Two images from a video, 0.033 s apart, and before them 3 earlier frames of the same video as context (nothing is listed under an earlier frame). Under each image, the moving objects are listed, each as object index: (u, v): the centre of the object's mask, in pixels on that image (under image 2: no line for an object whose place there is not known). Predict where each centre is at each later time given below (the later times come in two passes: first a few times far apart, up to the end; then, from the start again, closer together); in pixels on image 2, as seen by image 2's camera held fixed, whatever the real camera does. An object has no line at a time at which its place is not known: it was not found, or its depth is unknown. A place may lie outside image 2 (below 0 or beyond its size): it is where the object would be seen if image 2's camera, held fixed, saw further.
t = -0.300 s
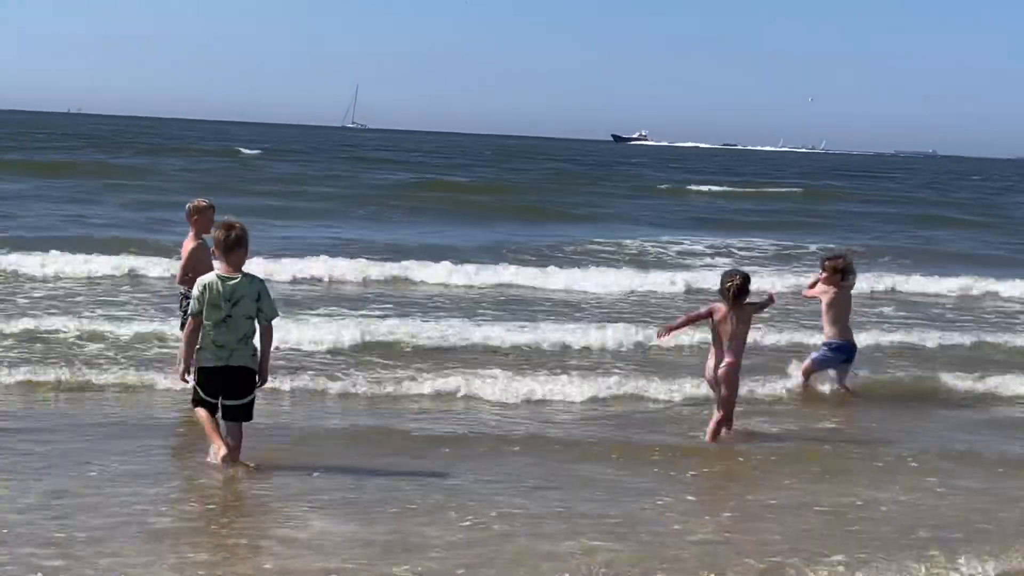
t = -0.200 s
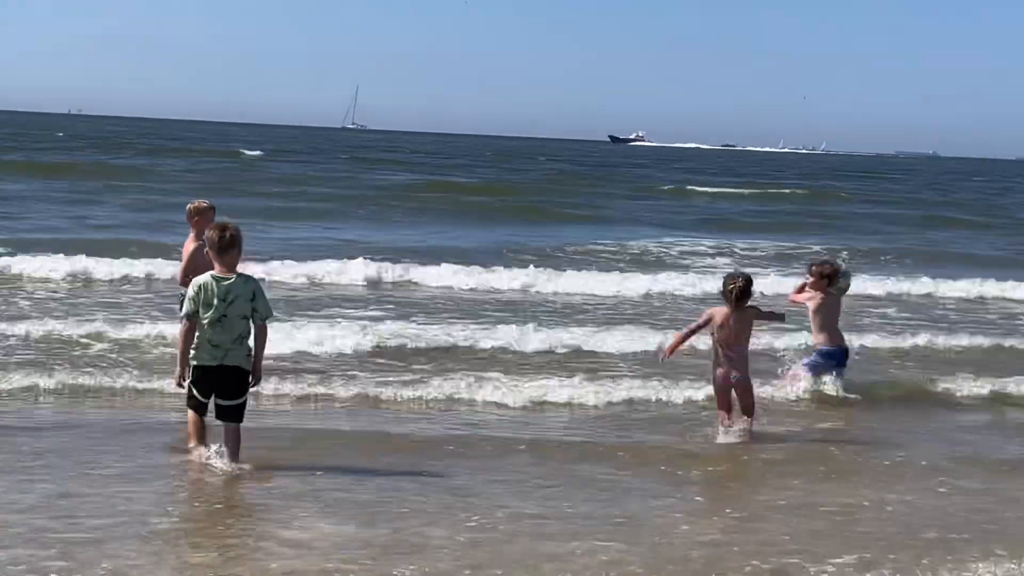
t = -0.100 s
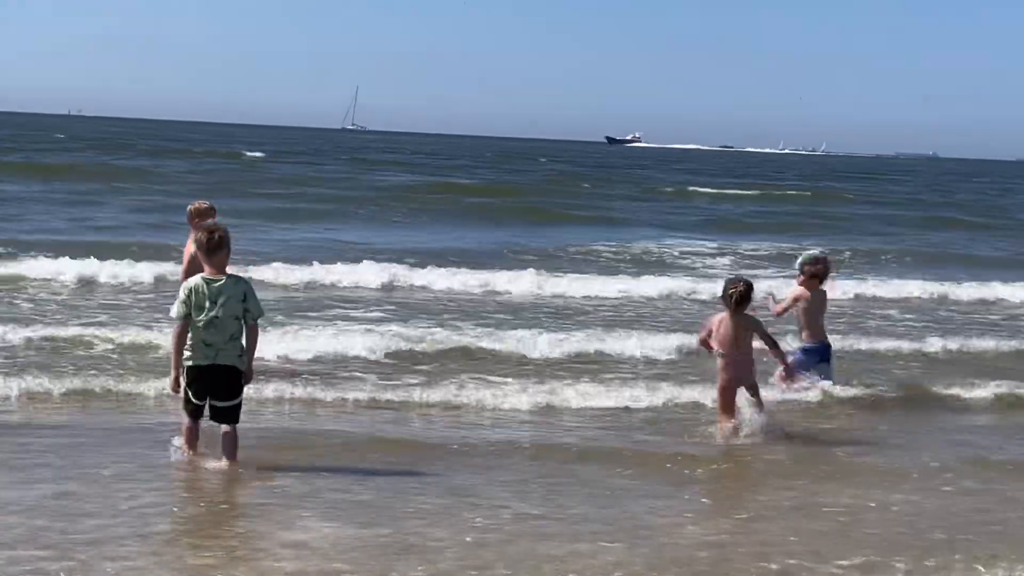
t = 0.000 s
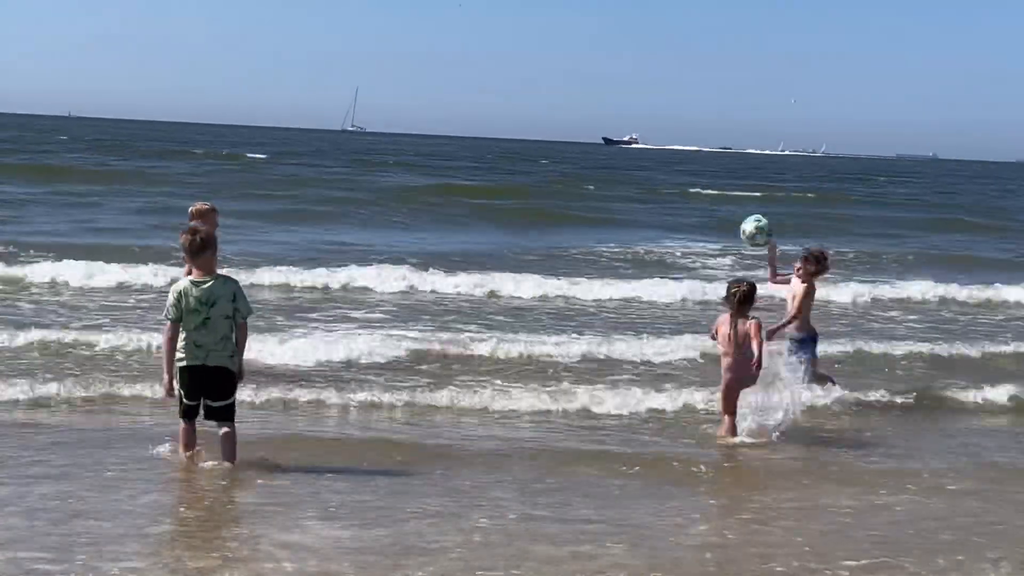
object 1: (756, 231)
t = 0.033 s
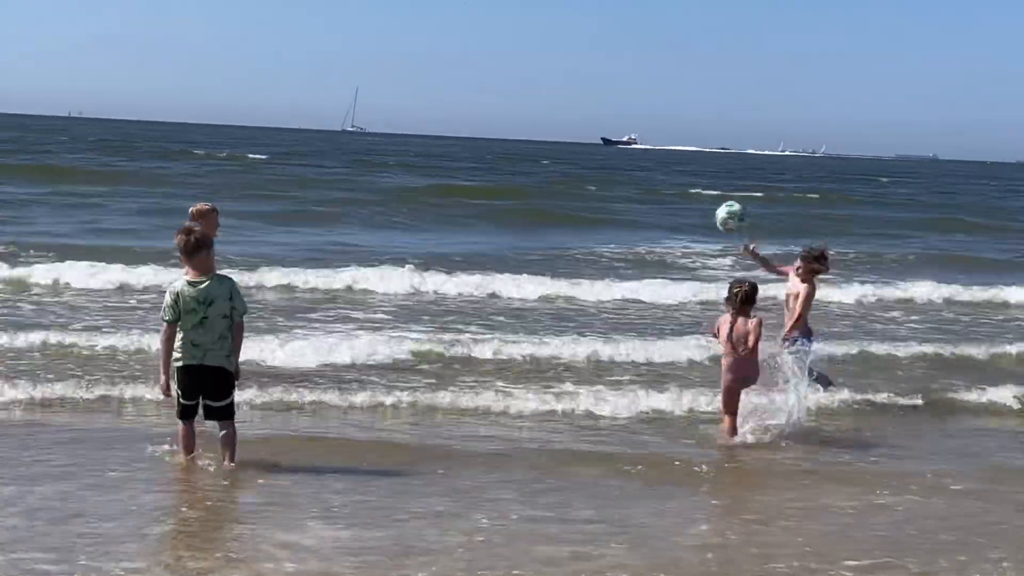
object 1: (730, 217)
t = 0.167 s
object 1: (628, 178)
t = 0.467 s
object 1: (399, 186)
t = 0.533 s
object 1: (351, 207)
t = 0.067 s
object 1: (705, 205)
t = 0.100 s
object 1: (680, 195)
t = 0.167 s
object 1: (628, 178)
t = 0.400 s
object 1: (450, 173)
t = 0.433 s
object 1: (423, 179)
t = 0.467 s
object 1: (399, 186)
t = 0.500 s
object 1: (374, 197)
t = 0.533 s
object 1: (351, 207)
